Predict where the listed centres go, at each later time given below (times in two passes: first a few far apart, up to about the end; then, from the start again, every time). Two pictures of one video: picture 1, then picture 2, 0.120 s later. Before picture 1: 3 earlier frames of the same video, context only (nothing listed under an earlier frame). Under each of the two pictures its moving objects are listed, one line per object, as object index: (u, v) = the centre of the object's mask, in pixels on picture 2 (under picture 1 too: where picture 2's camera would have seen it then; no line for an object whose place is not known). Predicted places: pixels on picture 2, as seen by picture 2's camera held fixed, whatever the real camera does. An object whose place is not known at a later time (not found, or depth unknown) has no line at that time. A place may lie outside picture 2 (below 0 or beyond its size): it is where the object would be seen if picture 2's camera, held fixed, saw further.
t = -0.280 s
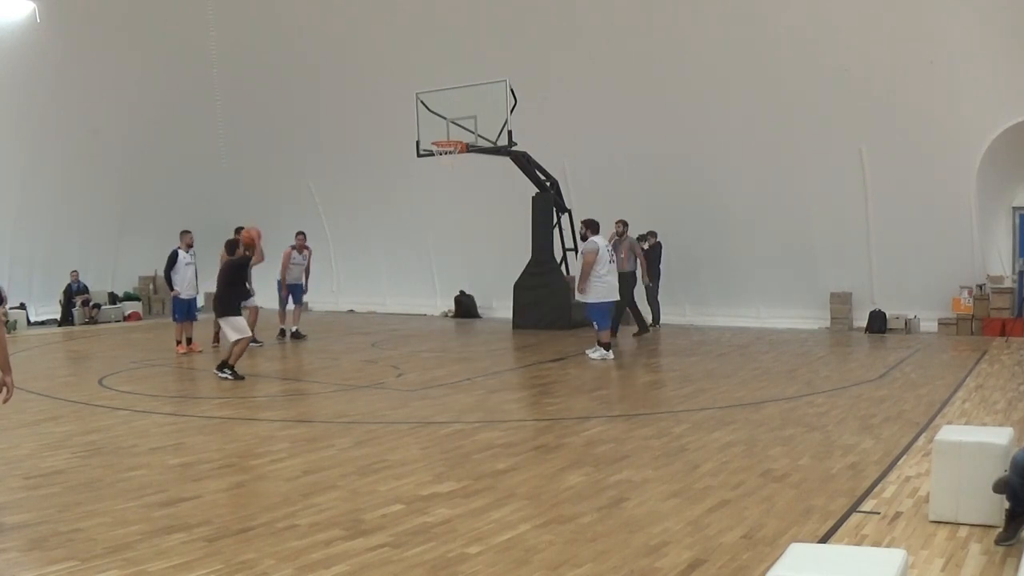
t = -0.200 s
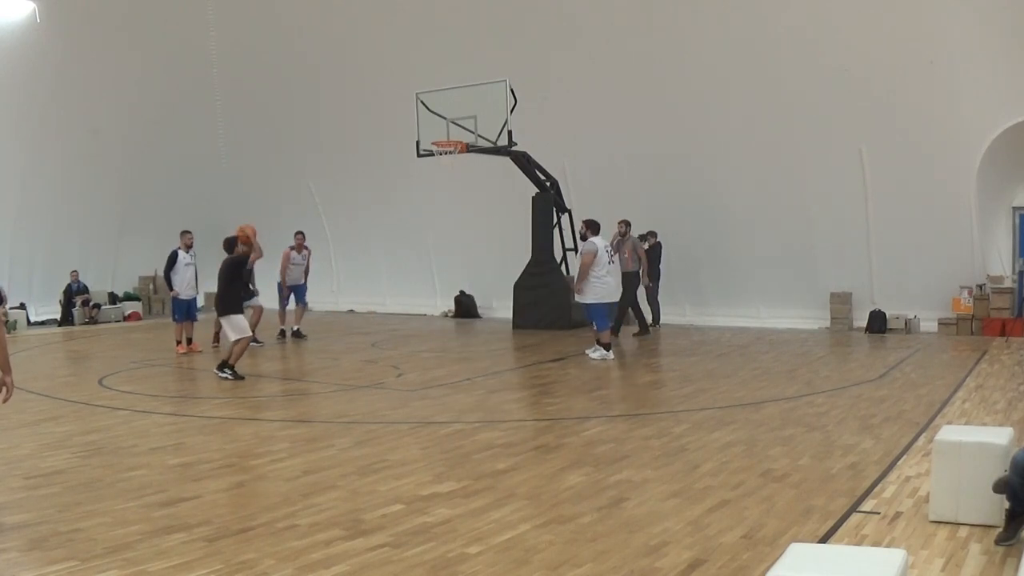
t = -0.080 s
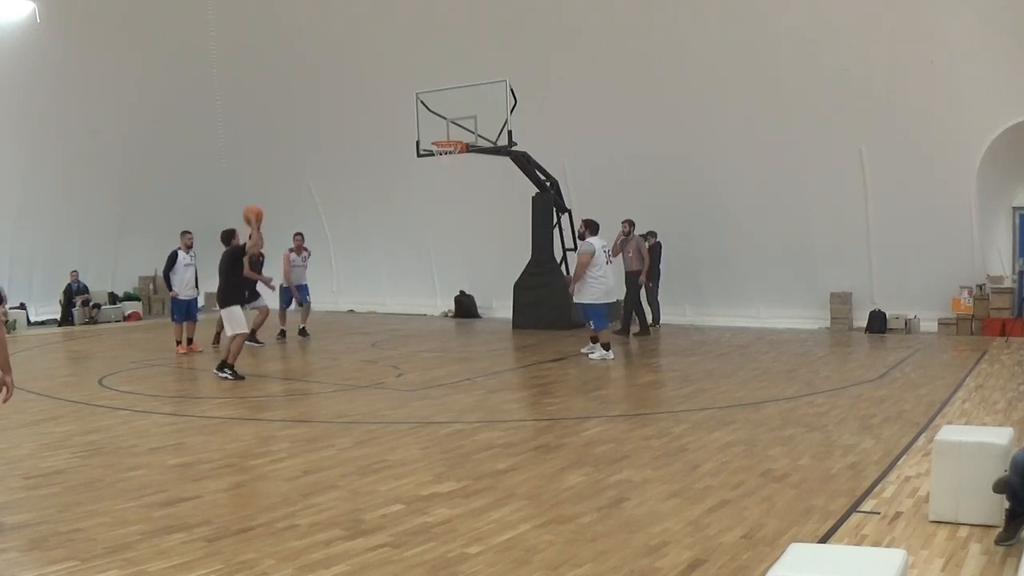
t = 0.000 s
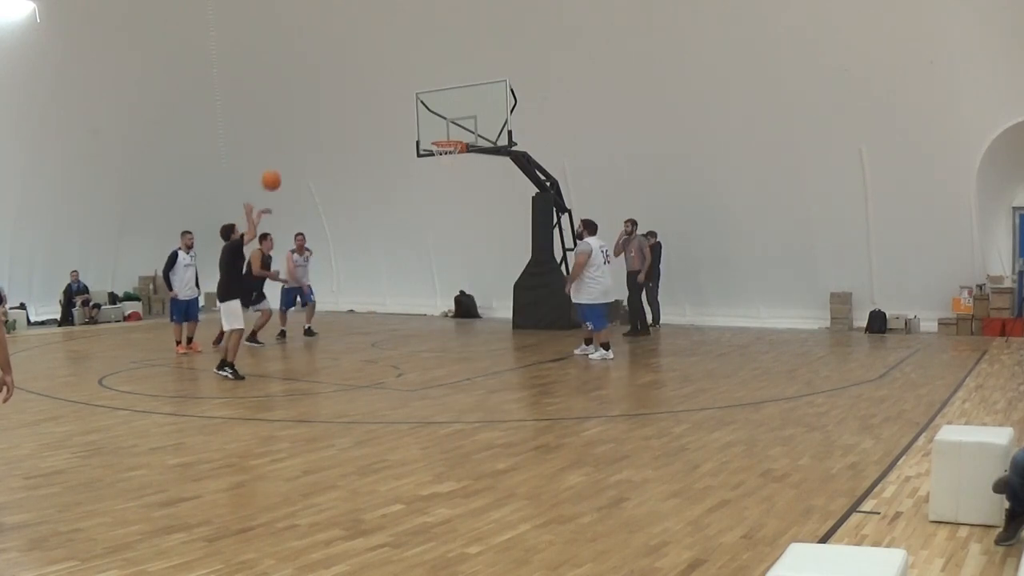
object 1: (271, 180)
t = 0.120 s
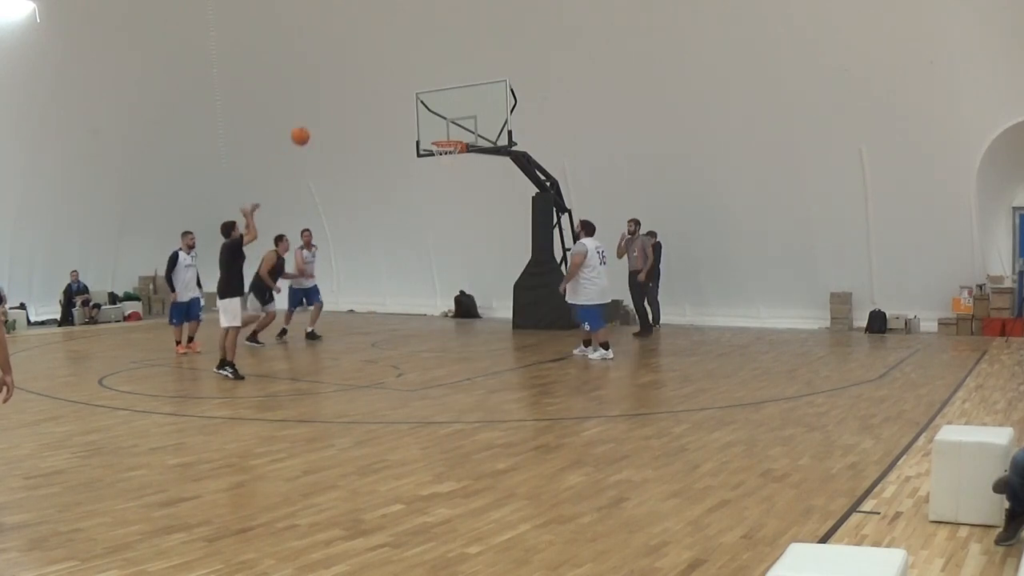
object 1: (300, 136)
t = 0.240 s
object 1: (328, 105)
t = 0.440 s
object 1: (370, 81)
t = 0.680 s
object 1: (414, 91)
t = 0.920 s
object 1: (454, 135)
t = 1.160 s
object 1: (403, 110)
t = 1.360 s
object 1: (357, 114)
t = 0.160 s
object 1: (309, 124)
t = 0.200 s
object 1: (319, 114)
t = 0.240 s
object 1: (328, 105)
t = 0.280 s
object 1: (336, 98)
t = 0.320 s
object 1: (345, 92)
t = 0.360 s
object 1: (353, 87)
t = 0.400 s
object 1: (362, 84)
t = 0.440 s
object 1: (370, 81)
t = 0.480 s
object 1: (377, 80)
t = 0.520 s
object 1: (385, 80)
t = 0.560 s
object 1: (393, 81)
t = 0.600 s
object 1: (400, 84)
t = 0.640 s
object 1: (407, 87)
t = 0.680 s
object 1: (414, 91)
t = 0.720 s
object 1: (421, 96)
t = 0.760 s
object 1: (428, 102)
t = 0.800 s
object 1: (435, 110)
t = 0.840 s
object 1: (442, 117)
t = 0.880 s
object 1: (448, 127)
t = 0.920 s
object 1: (454, 135)
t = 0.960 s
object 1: (448, 132)
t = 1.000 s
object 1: (439, 126)
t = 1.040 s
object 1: (430, 120)
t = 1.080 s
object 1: (421, 116)
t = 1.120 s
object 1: (412, 113)
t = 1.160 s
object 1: (403, 110)
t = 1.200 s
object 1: (394, 109)
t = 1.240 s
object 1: (385, 109)
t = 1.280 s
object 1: (375, 109)
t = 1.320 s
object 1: (366, 111)
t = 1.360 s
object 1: (357, 114)
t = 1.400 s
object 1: (348, 118)
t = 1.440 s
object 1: (339, 123)
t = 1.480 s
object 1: (330, 129)
